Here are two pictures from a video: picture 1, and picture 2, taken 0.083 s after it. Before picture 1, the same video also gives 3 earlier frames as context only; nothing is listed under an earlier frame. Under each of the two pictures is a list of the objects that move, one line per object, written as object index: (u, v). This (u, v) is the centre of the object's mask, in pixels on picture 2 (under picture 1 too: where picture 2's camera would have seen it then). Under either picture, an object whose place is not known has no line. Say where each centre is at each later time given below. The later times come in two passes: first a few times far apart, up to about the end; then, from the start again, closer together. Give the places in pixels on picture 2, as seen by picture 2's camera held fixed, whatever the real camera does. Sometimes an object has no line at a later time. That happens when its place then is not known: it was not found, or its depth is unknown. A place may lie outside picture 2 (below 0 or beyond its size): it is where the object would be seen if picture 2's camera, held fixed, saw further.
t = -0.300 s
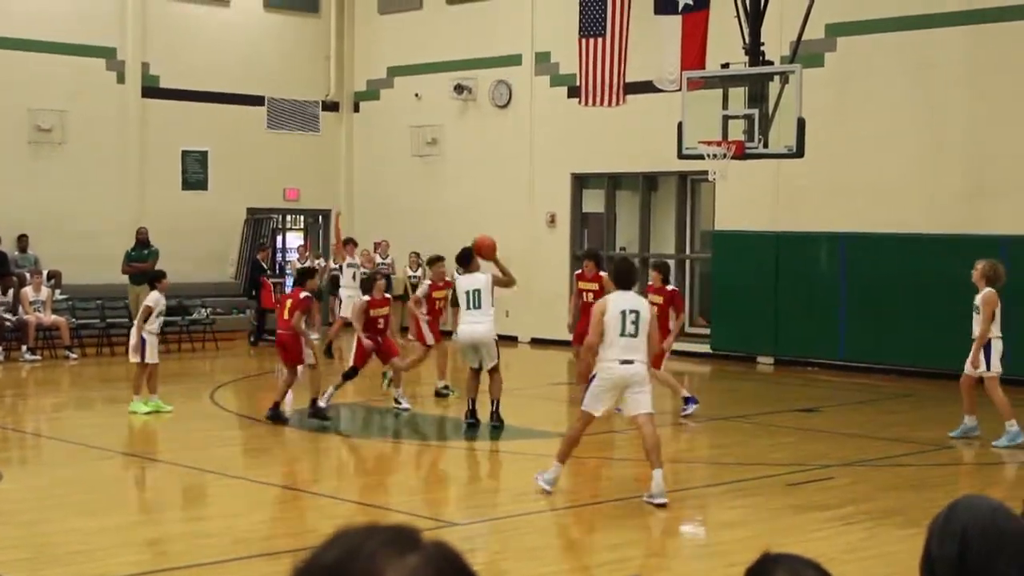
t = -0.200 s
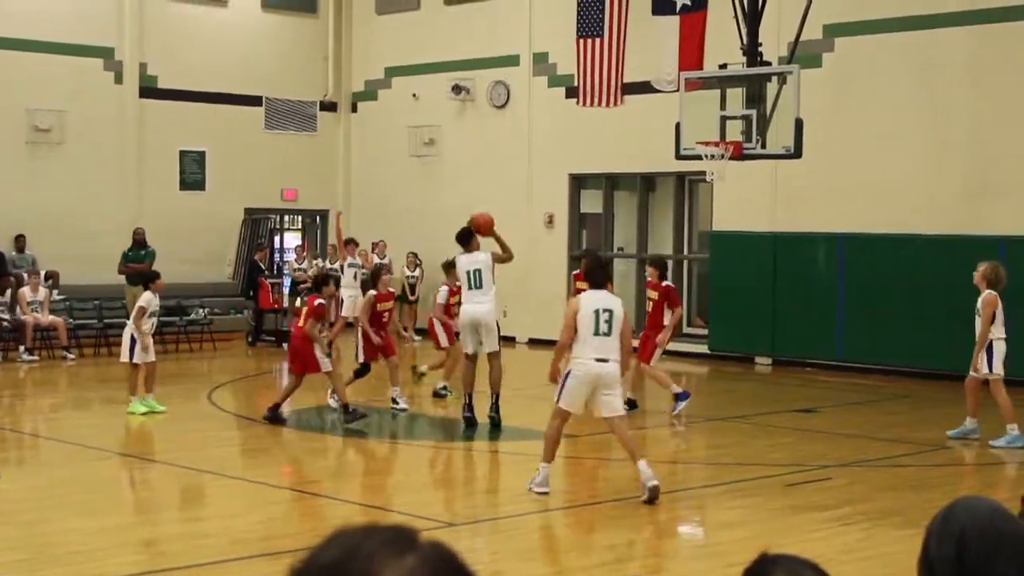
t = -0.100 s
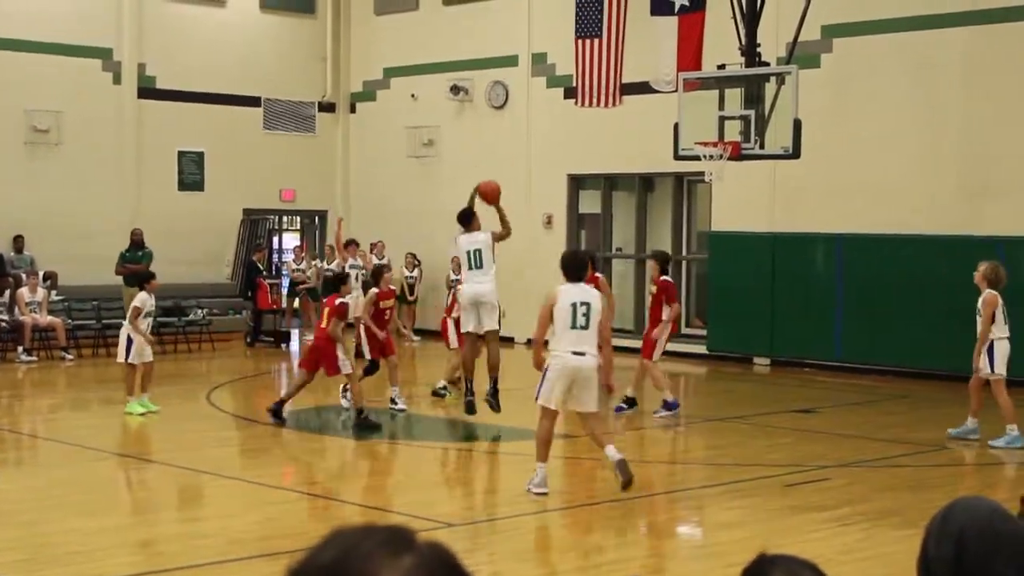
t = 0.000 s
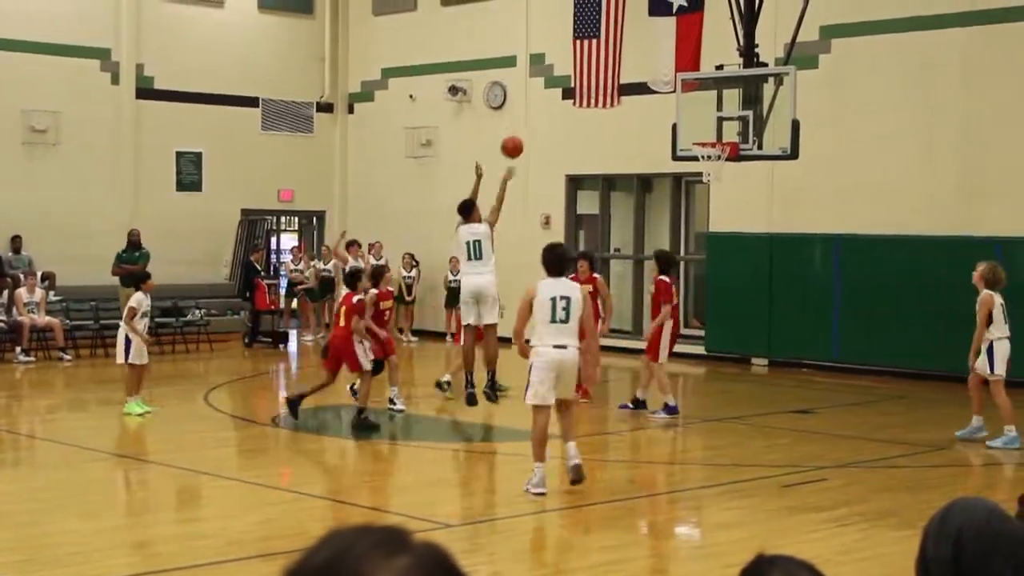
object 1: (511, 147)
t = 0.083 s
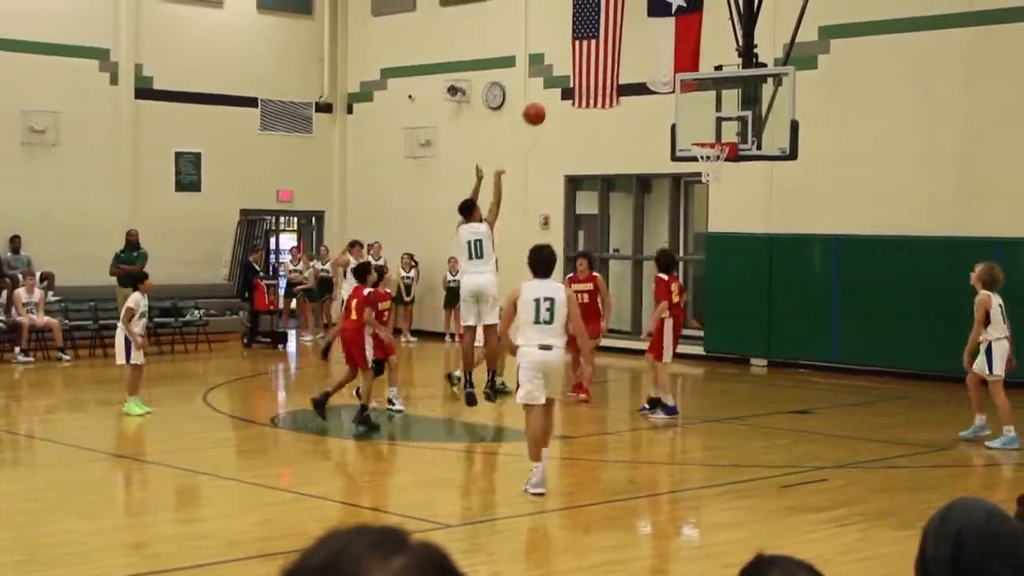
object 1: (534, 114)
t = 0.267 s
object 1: (583, 67)
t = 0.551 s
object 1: (650, 58)
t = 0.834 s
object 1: (708, 114)
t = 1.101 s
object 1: (691, 118)
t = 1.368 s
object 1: (647, 112)
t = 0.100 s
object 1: (539, 108)
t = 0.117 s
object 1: (543, 103)
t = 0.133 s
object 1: (548, 98)
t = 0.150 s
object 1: (553, 92)
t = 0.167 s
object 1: (556, 89)
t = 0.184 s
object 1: (561, 84)
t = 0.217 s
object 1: (569, 78)
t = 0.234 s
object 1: (574, 73)
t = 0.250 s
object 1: (579, 71)
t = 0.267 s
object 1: (583, 67)
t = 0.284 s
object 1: (587, 65)
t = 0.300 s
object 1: (591, 63)
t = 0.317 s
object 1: (595, 60)
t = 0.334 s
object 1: (599, 58)
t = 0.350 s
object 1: (605, 57)
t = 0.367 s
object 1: (608, 56)
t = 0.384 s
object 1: (612, 56)
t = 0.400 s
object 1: (616, 54)
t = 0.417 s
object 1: (620, 53)
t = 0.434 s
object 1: (624, 53)
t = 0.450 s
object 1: (628, 53)
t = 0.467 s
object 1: (631, 53)
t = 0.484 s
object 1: (635, 54)
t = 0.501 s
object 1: (639, 54)
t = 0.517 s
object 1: (642, 55)
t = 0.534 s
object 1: (646, 56)
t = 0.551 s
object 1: (650, 58)
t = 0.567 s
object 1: (653, 59)
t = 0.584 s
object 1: (657, 61)
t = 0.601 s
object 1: (661, 63)
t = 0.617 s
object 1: (664, 66)
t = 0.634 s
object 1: (667, 68)
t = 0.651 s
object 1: (670, 71)
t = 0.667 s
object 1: (674, 73)
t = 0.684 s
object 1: (678, 77)
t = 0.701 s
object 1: (682, 81)
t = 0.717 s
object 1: (684, 84)
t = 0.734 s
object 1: (688, 88)
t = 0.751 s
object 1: (691, 90)
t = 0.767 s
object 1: (693, 93)
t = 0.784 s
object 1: (698, 99)
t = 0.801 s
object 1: (701, 104)
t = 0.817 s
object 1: (704, 109)
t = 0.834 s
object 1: (708, 114)
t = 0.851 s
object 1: (709, 119)
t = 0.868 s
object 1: (714, 123)
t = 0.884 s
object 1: (718, 129)
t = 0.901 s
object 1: (720, 135)
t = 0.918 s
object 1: (720, 137)
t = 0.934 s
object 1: (717, 137)
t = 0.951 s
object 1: (713, 138)
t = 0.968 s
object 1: (712, 138)
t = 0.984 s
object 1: (708, 137)
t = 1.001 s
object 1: (707, 135)
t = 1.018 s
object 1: (705, 131)
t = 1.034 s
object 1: (702, 128)
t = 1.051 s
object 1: (699, 125)
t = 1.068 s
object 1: (697, 123)
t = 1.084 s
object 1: (694, 120)
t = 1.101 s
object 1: (691, 118)
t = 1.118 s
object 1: (689, 116)
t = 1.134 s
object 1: (686, 114)
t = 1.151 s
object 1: (683, 113)
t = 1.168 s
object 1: (681, 111)
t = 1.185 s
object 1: (678, 110)
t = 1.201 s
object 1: (675, 109)
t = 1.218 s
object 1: (672, 109)
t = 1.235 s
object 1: (669, 108)
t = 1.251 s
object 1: (667, 108)
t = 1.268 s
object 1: (664, 108)
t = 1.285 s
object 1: (661, 108)
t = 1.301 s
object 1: (658, 108)
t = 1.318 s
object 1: (656, 109)
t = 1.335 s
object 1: (653, 110)
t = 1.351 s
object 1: (650, 111)
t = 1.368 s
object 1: (647, 112)
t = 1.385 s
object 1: (645, 114)
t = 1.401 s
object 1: (642, 116)
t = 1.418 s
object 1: (639, 118)
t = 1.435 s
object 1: (636, 120)
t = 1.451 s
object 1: (634, 123)
